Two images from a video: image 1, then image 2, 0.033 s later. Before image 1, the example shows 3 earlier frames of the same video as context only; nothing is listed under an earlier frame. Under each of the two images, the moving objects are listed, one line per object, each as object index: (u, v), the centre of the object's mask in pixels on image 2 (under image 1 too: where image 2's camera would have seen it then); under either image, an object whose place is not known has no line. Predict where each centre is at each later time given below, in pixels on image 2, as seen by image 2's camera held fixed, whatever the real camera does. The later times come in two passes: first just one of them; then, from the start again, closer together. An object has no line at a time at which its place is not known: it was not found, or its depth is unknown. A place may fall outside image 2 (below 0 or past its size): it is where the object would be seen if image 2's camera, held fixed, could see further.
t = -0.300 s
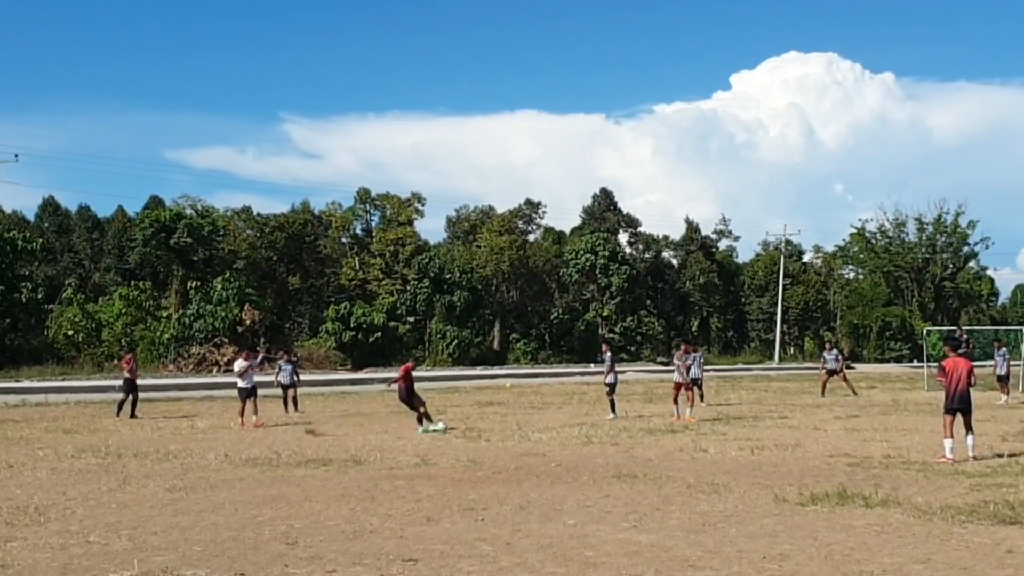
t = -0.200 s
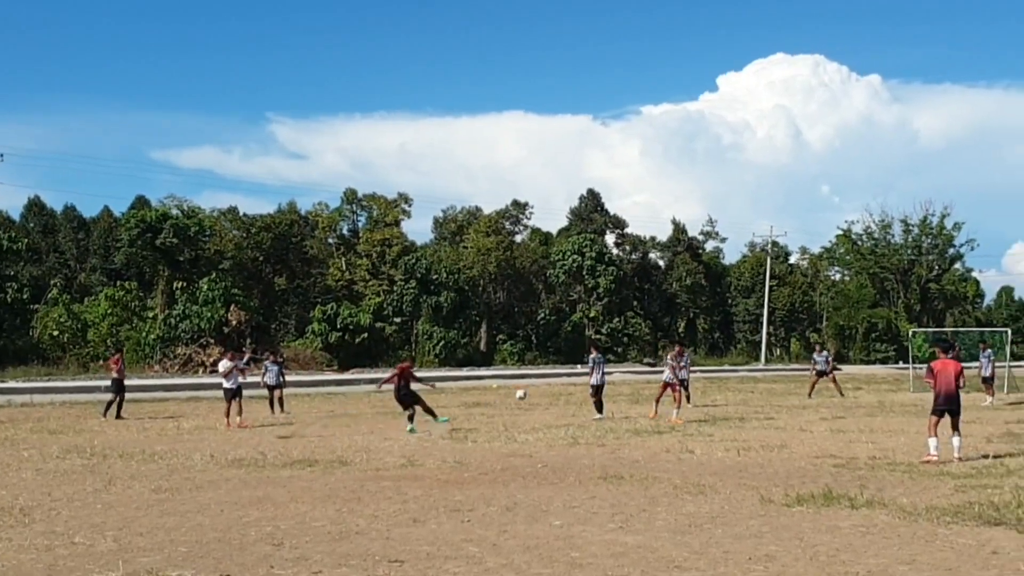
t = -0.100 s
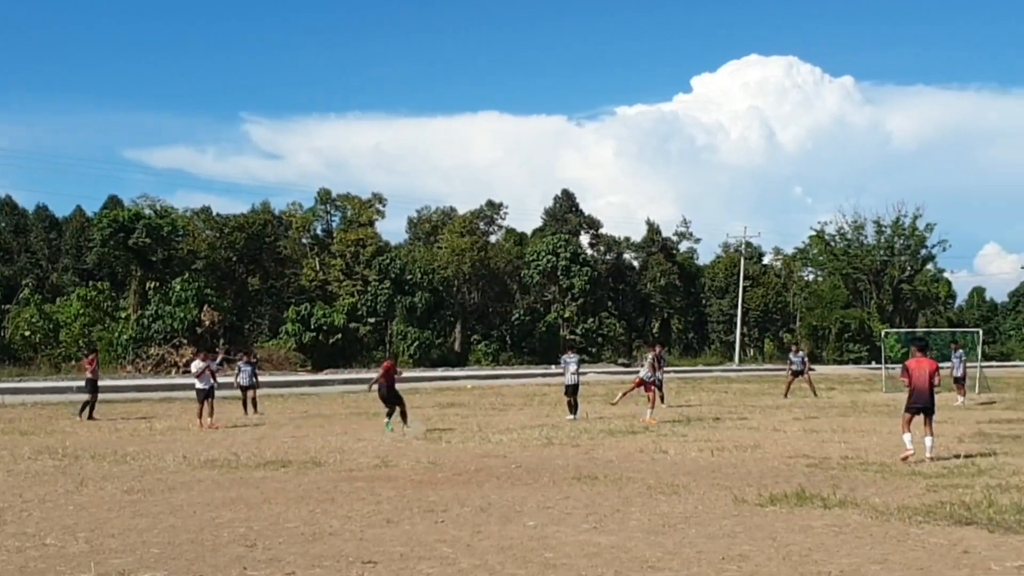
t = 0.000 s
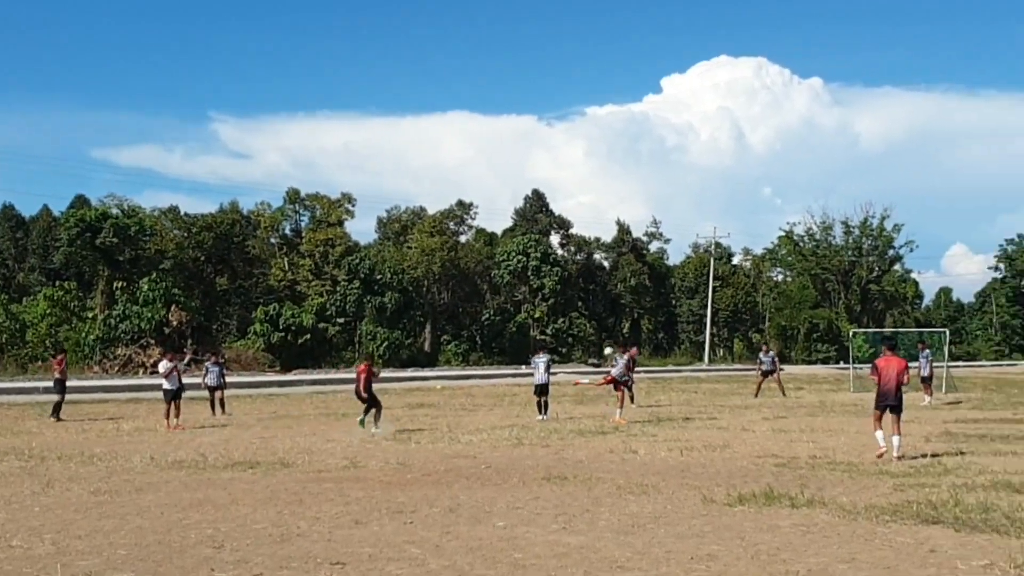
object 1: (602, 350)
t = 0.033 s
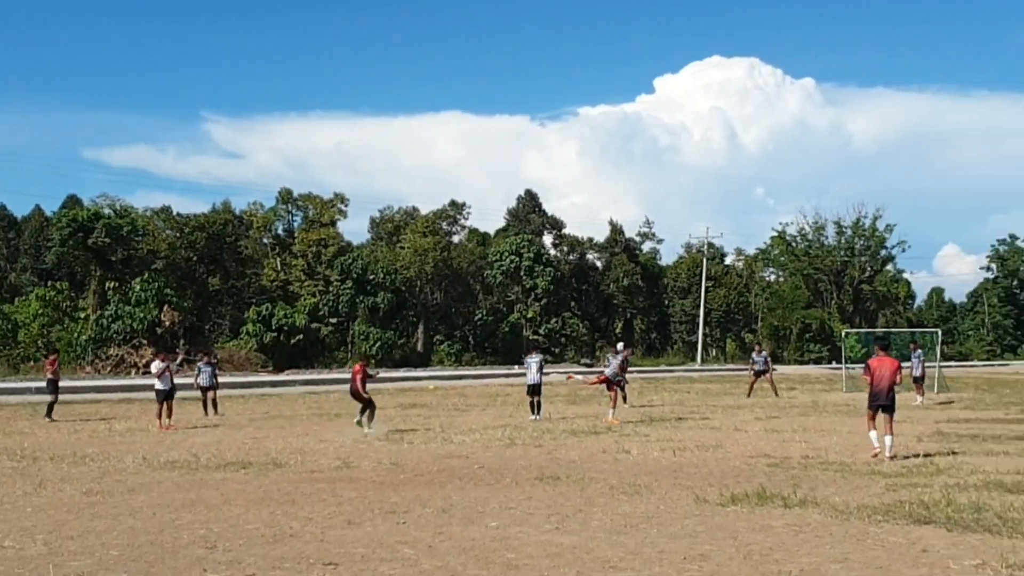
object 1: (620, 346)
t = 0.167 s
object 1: (682, 336)
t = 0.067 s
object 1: (638, 343)
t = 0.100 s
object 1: (653, 340)
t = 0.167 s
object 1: (682, 336)
